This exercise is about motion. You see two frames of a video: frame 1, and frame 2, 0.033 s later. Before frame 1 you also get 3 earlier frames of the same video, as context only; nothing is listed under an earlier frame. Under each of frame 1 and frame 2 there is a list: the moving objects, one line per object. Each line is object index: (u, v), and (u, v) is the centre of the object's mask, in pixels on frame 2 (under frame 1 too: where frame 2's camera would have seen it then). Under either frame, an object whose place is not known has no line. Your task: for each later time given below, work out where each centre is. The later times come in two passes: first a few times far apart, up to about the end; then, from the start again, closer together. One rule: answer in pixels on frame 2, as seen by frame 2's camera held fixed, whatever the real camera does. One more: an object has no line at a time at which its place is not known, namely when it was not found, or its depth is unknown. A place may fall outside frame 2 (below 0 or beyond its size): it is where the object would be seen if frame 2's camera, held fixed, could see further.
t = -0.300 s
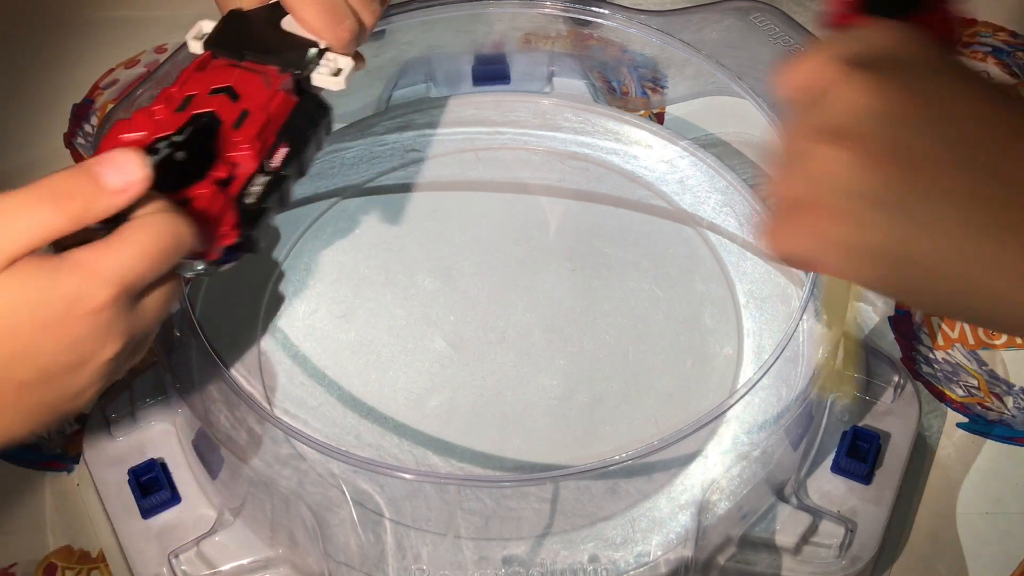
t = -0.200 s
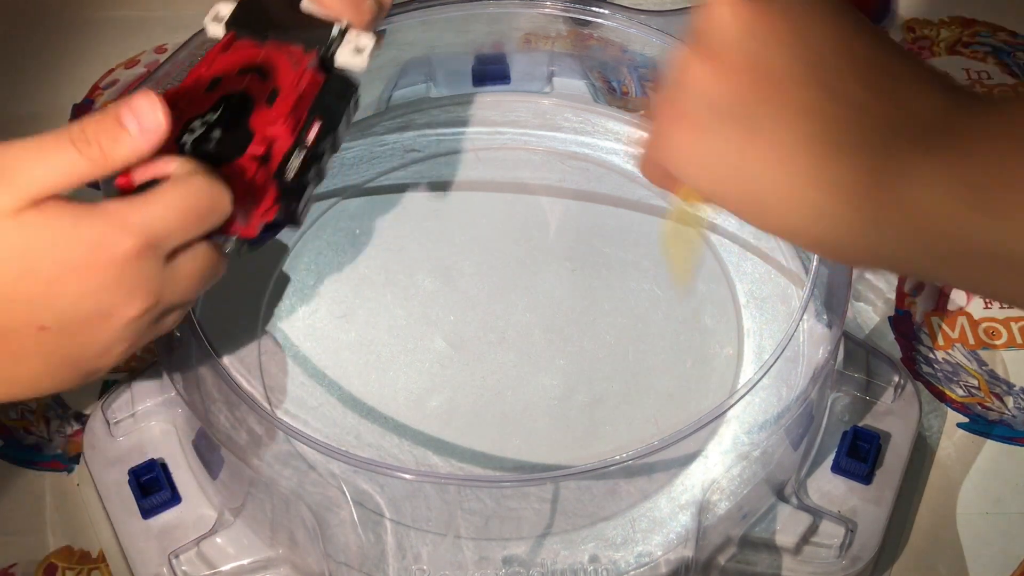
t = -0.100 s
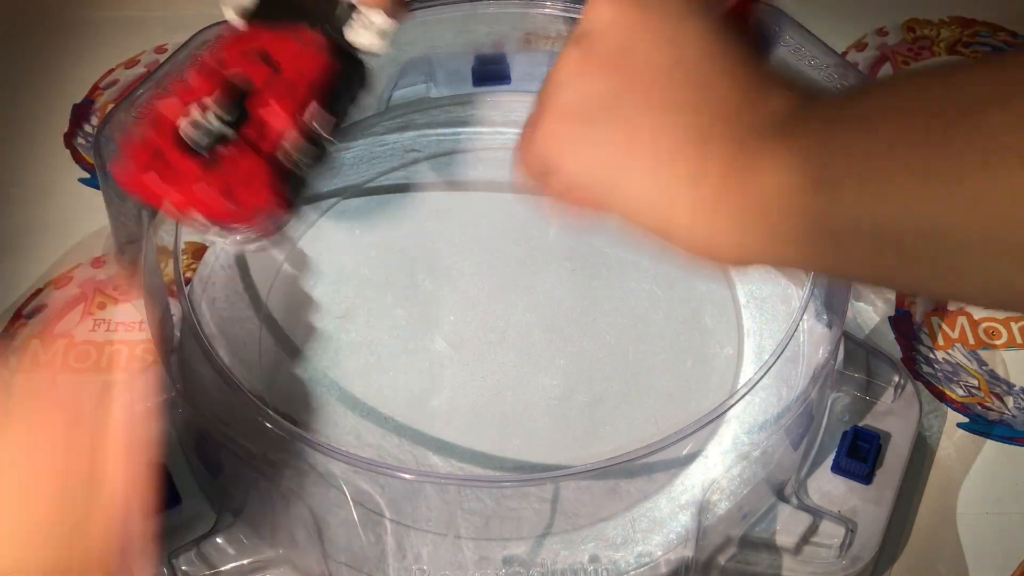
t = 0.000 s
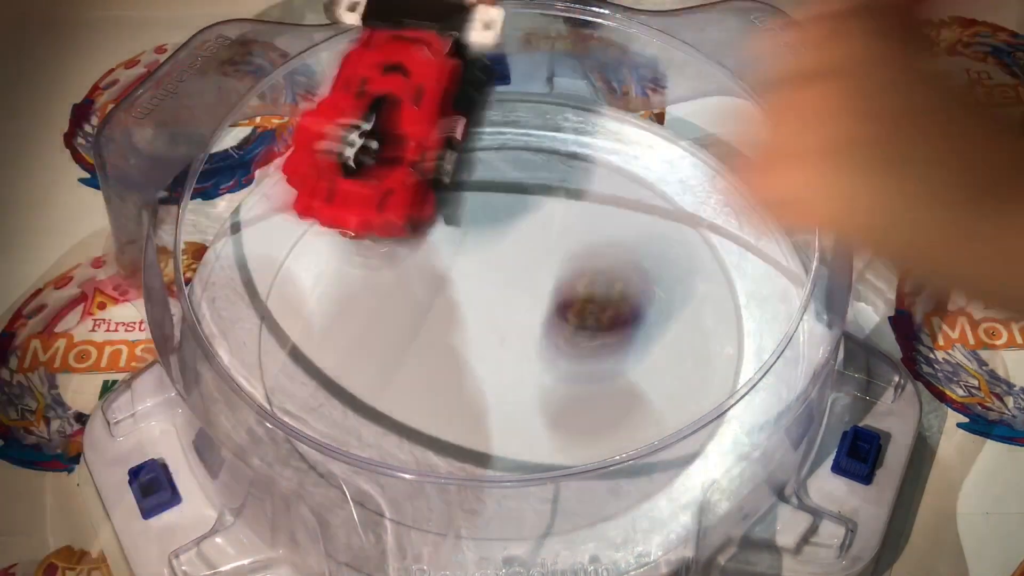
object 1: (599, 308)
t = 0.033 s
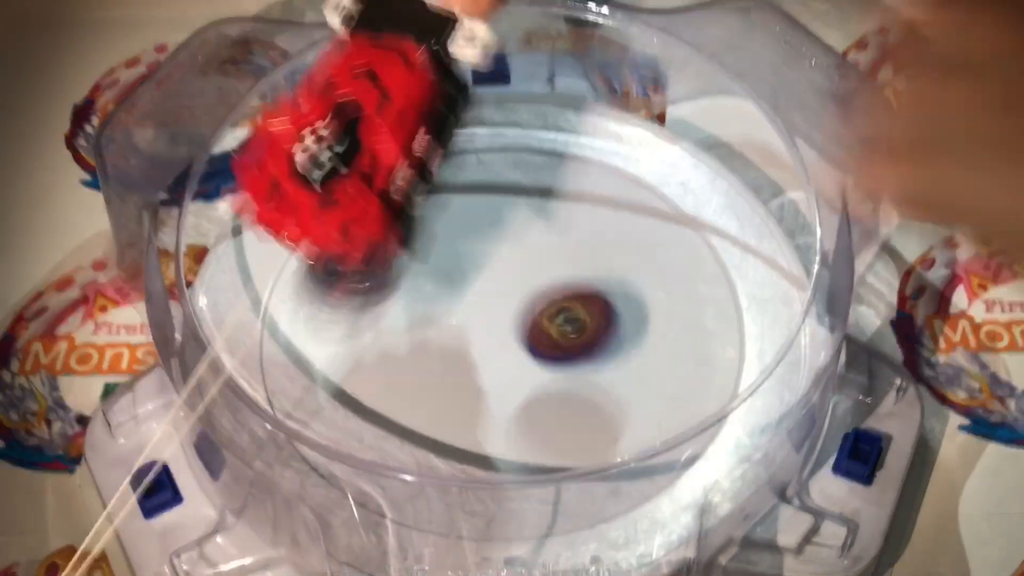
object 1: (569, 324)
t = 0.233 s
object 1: (426, 358)
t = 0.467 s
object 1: (546, 342)
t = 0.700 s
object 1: (591, 309)
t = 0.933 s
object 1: (489, 278)
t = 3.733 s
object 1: (437, 374)
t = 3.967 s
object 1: (372, 467)
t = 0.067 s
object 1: (542, 302)
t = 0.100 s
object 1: (515, 294)
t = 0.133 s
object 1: (489, 299)
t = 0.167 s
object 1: (462, 317)
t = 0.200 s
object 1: (437, 349)
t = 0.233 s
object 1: (426, 358)
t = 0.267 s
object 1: (420, 357)
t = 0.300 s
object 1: (422, 369)
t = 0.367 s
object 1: (477, 354)
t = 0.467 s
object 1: (546, 342)
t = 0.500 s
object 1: (559, 338)
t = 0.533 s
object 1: (569, 335)
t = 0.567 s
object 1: (572, 334)
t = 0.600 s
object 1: (570, 335)
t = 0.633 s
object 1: (580, 327)
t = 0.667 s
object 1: (588, 318)
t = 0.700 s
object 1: (591, 309)
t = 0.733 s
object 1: (586, 301)
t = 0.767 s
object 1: (577, 293)
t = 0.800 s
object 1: (561, 288)
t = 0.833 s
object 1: (540, 284)
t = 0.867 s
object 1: (519, 283)
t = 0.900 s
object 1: (506, 278)
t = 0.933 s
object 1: (489, 278)
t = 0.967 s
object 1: (472, 281)
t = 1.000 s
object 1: (456, 288)
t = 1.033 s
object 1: (442, 300)
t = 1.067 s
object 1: (441, 306)
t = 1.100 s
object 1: (457, 298)
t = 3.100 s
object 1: (763, 273)
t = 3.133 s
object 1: (746, 277)
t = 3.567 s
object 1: (516, 312)
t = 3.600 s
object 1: (502, 321)
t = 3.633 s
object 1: (485, 332)
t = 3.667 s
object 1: (470, 345)
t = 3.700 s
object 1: (452, 359)
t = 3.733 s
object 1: (437, 374)
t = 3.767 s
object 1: (420, 391)
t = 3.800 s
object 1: (409, 405)
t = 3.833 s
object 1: (396, 425)
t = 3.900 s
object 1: (372, 455)
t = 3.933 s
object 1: (365, 465)
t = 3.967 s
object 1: (372, 467)
